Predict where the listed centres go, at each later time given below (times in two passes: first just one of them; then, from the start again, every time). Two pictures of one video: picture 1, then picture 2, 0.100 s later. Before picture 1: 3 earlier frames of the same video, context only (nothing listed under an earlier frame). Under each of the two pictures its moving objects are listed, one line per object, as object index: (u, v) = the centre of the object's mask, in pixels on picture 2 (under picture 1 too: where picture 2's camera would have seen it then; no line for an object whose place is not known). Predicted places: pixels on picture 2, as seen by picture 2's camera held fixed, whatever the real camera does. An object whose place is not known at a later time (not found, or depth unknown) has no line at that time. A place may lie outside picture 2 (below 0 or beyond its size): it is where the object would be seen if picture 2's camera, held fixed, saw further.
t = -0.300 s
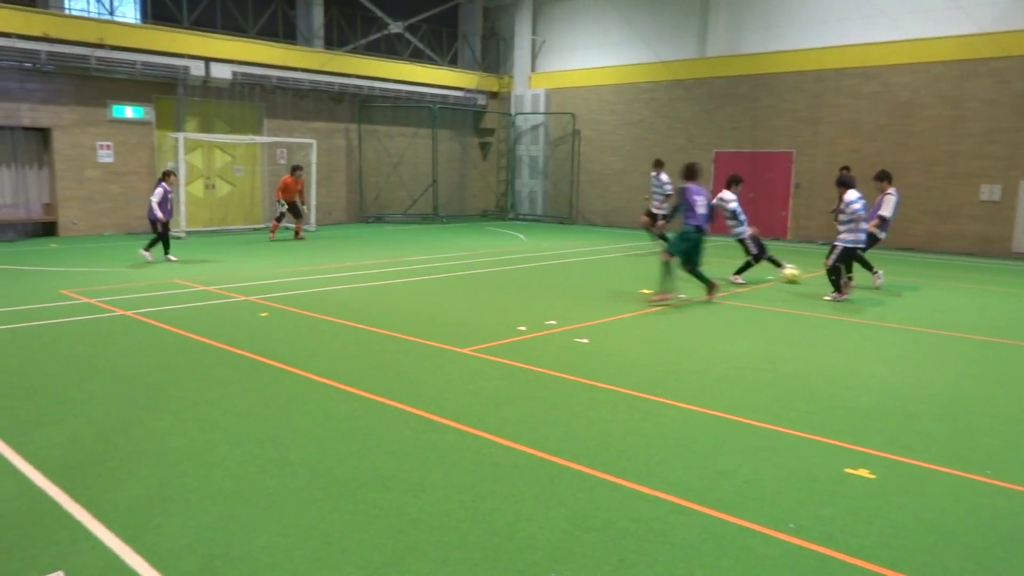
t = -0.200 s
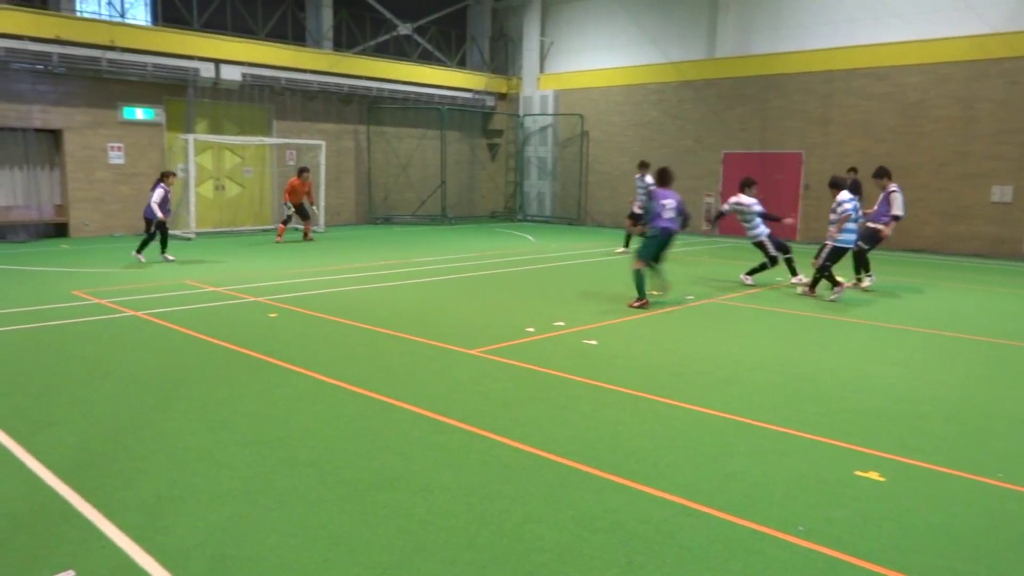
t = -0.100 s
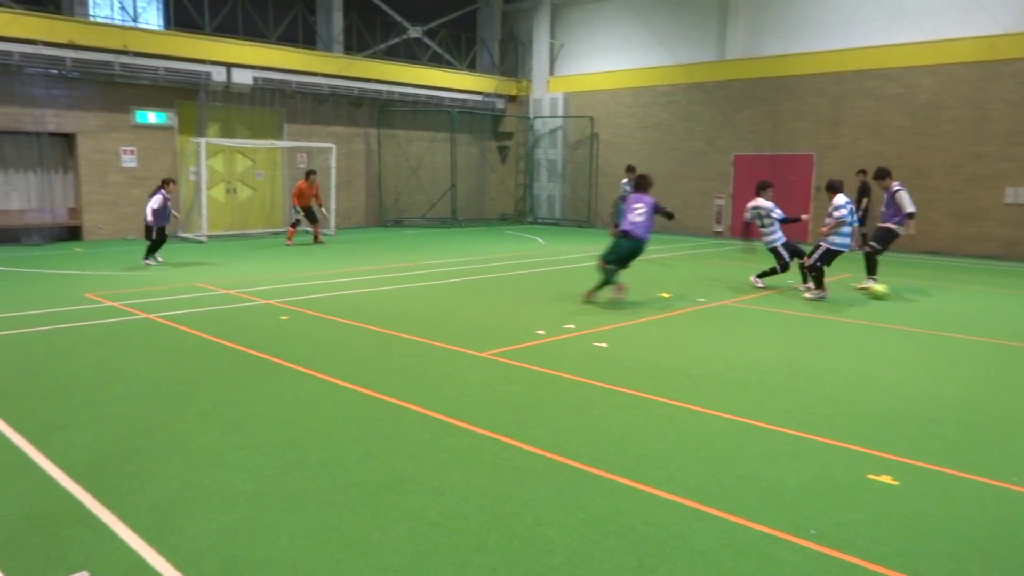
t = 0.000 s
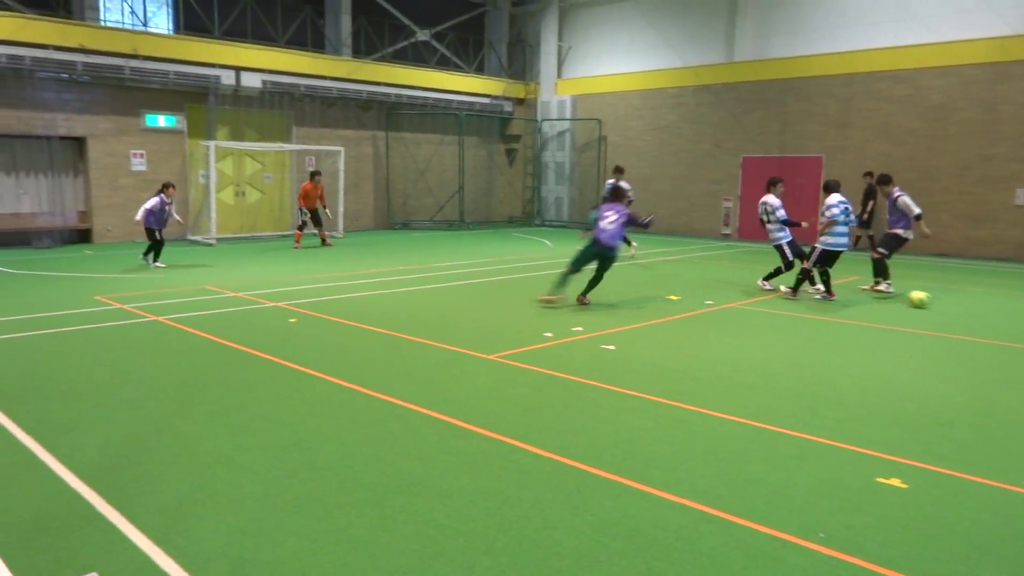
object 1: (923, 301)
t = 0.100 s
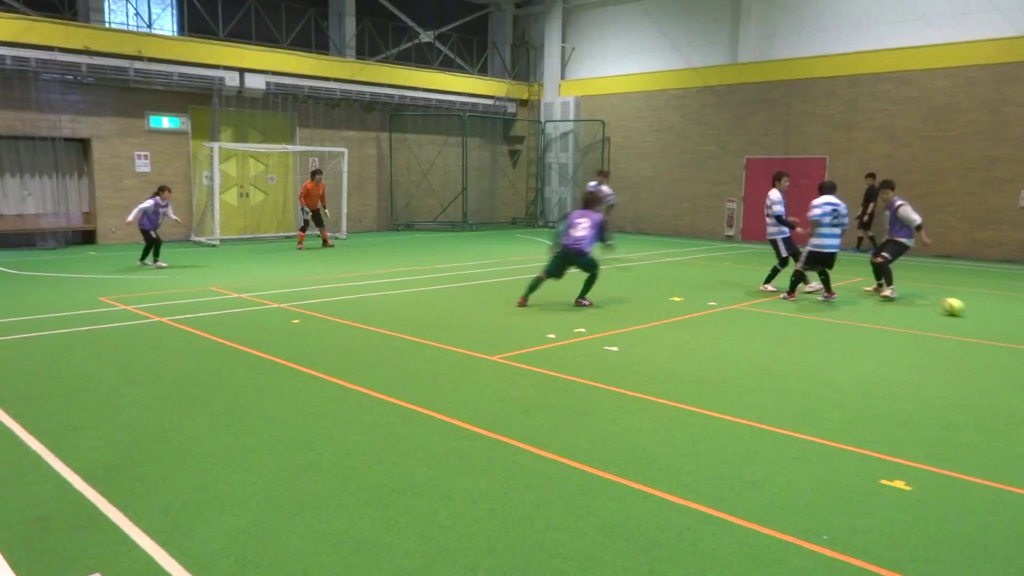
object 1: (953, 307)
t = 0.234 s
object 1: (991, 316)
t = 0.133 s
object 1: (962, 309)
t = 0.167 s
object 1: (972, 311)
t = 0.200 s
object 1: (981, 314)
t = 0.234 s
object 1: (991, 316)
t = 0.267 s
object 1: (1000, 318)
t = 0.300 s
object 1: (1008, 320)
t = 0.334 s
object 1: (1016, 322)
